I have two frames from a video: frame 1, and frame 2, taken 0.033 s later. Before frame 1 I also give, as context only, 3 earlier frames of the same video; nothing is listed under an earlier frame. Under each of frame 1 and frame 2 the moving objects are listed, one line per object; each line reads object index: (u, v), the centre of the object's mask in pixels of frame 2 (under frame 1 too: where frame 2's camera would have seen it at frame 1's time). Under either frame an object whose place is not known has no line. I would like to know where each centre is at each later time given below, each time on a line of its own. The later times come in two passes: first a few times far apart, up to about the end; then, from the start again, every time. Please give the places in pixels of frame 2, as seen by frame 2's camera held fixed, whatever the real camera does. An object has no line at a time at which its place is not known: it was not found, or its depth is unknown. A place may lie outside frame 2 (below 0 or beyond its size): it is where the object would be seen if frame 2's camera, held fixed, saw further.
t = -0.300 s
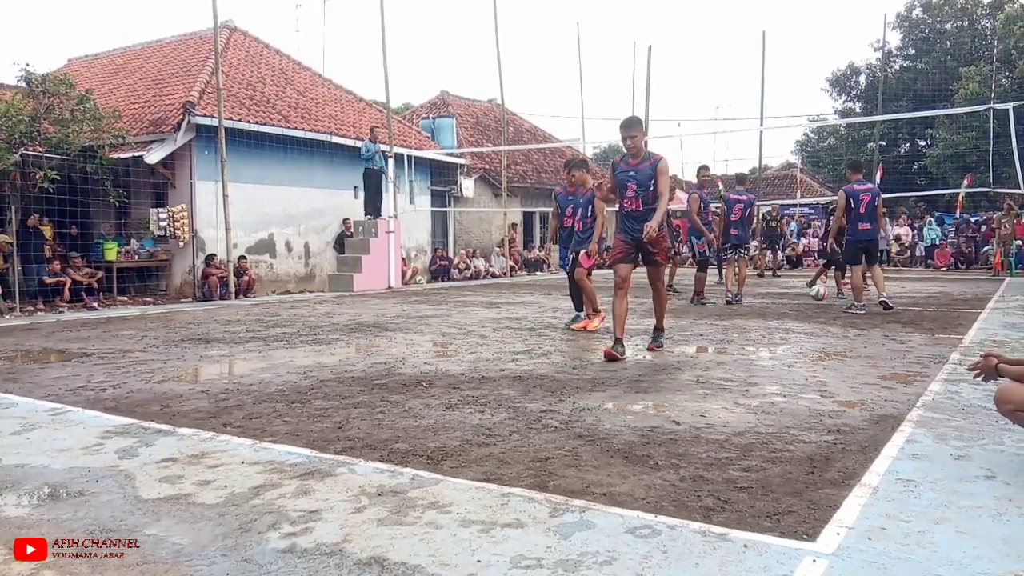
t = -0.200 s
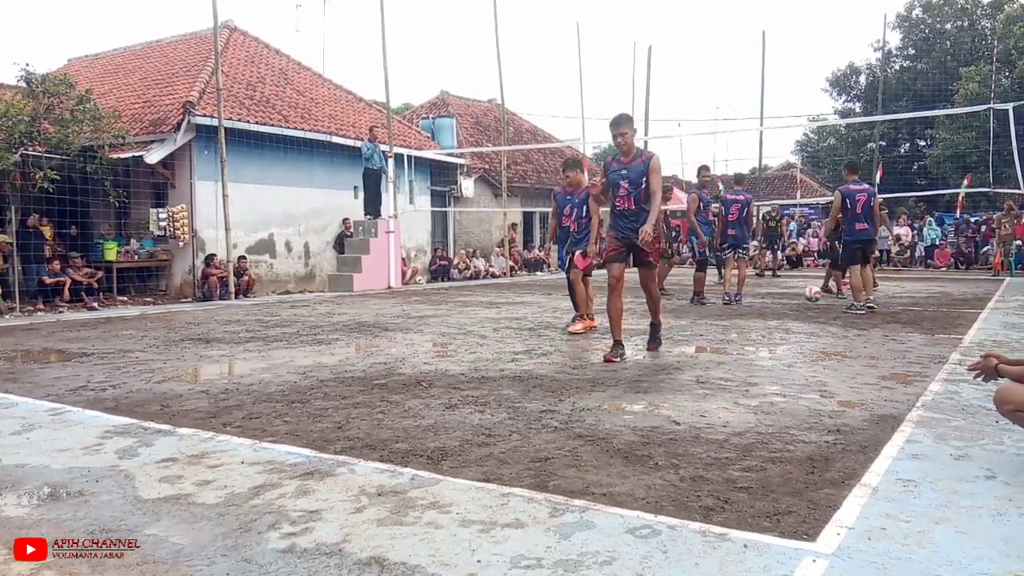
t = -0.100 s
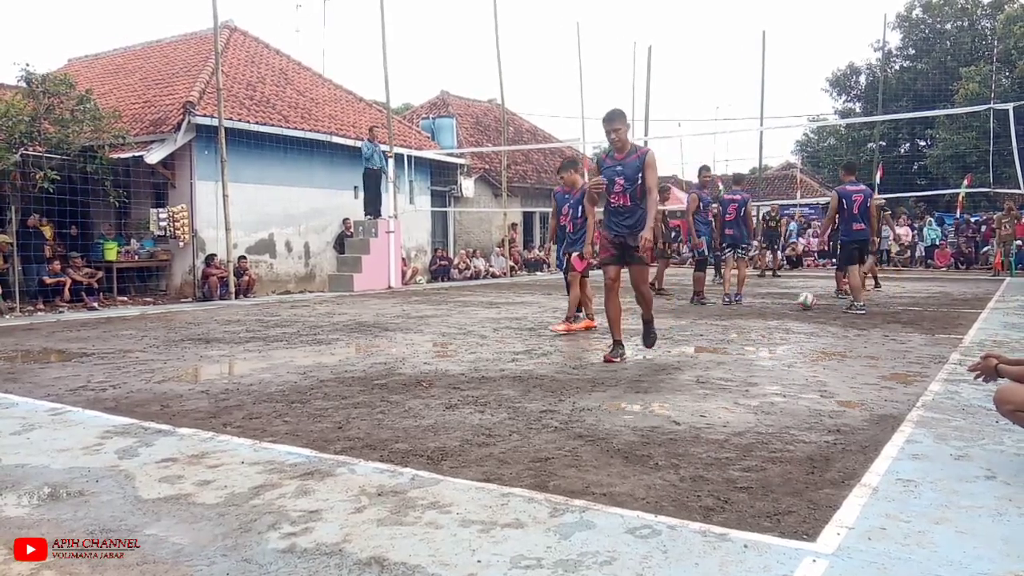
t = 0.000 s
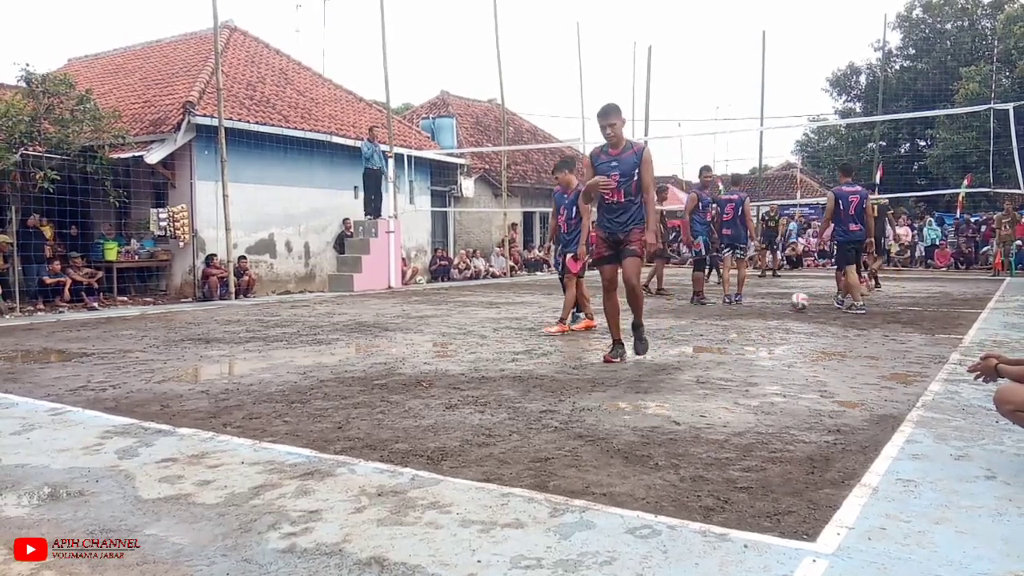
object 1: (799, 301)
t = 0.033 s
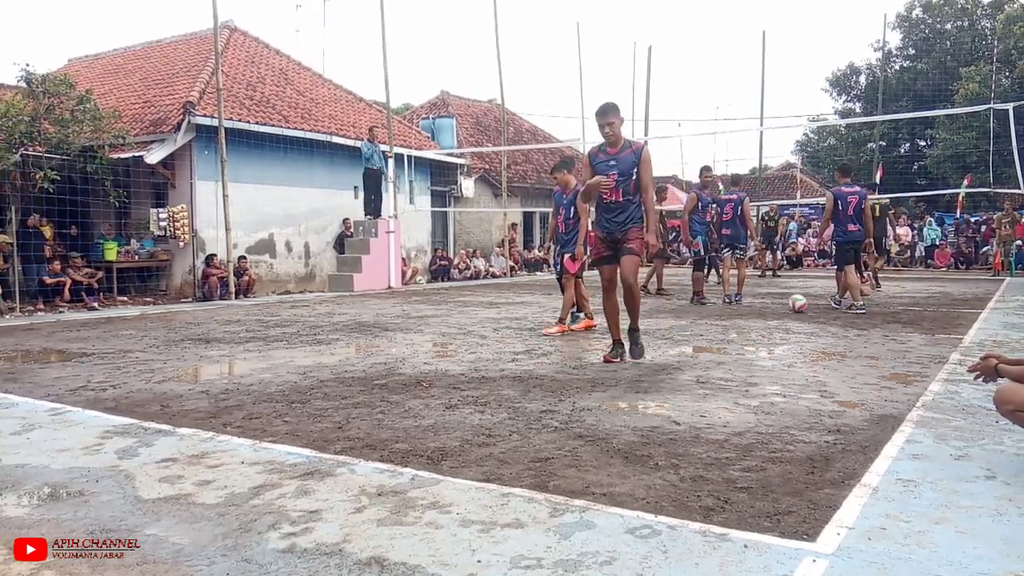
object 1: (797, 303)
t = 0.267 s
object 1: (778, 307)
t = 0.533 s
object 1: (756, 314)
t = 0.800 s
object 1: (734, 320)
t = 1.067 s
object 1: (709, 327)
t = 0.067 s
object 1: (795, 303)
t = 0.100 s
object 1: (792, 302)
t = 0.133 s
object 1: (790, 303)
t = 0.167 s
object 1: (787, 305)
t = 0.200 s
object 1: (784, 307)
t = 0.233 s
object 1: (782, 307)
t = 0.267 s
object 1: (778, 307)
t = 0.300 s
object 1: (775, 308)
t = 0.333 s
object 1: (773, 309)
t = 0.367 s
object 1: (770, 312)
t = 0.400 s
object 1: (767, 311)
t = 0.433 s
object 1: (765, 310)
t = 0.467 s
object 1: (762, 312)
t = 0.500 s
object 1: (759, 314)
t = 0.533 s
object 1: (756, 314)
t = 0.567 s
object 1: (754, 311)
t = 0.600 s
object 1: (751, 310)
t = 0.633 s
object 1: (748, 310)
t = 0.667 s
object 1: (746, 311)
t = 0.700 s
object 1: (743, 313)
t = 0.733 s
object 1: (739, 317)
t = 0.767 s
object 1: (737, 321)
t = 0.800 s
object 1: (734, 320)
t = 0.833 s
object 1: (731, 320)
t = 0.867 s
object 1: (728, 320)
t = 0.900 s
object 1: (724, 321)
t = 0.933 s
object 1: (722, 324)
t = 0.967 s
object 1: (718, 324)
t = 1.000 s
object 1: (715, 325)
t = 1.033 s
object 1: (712, 326)
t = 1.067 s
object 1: (709, 327)
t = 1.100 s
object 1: (705, 327)
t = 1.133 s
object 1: (702, 328)
